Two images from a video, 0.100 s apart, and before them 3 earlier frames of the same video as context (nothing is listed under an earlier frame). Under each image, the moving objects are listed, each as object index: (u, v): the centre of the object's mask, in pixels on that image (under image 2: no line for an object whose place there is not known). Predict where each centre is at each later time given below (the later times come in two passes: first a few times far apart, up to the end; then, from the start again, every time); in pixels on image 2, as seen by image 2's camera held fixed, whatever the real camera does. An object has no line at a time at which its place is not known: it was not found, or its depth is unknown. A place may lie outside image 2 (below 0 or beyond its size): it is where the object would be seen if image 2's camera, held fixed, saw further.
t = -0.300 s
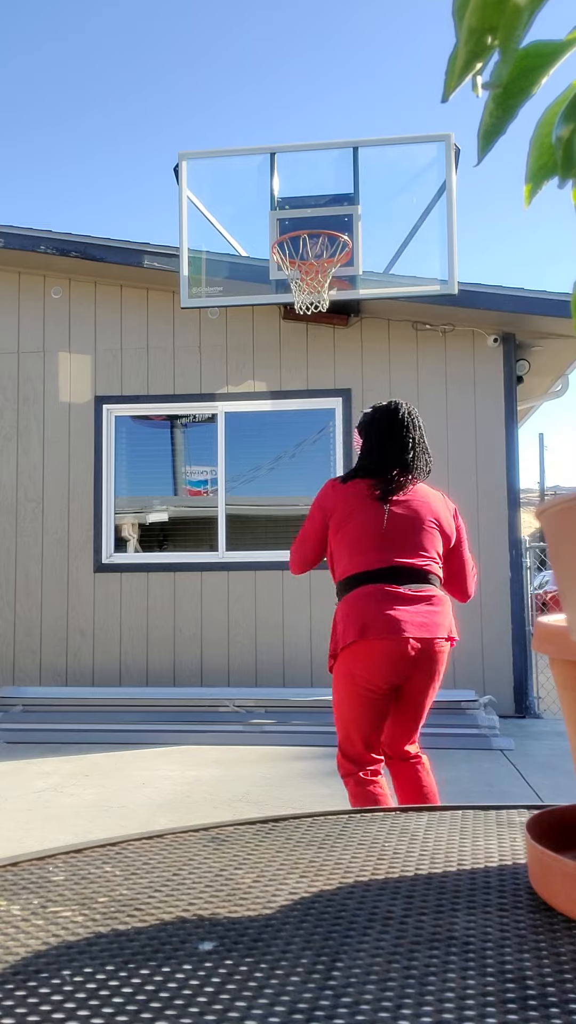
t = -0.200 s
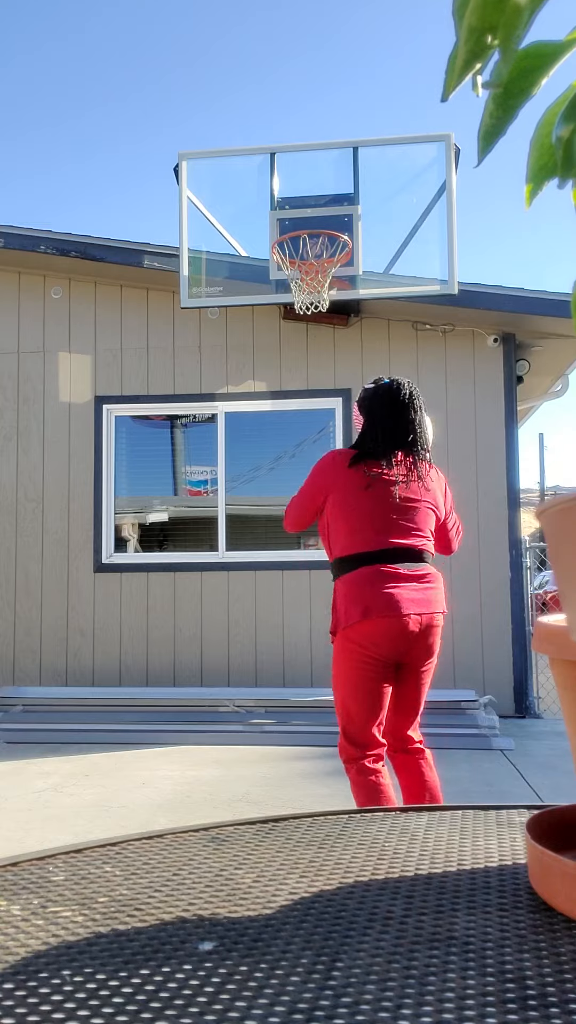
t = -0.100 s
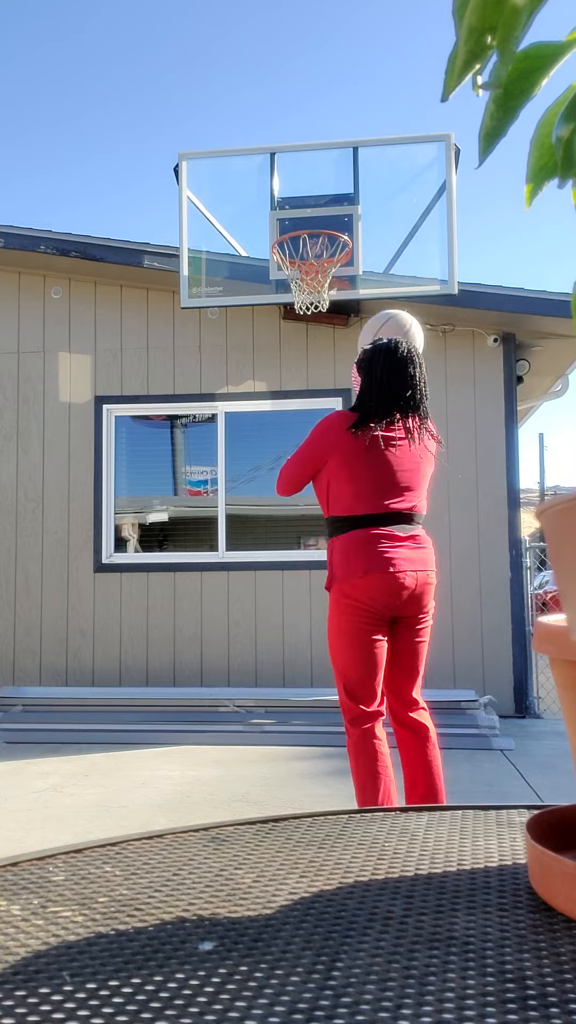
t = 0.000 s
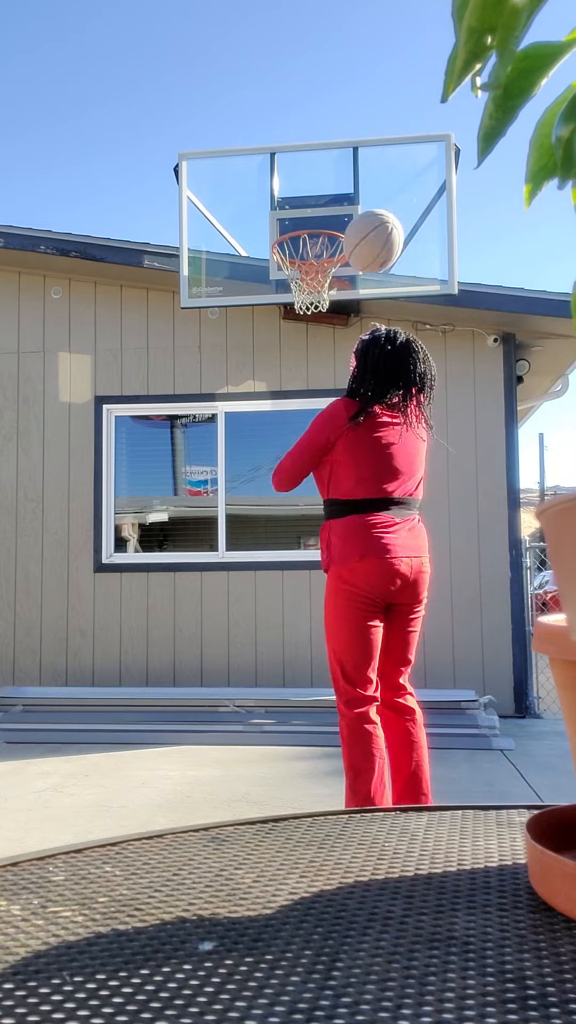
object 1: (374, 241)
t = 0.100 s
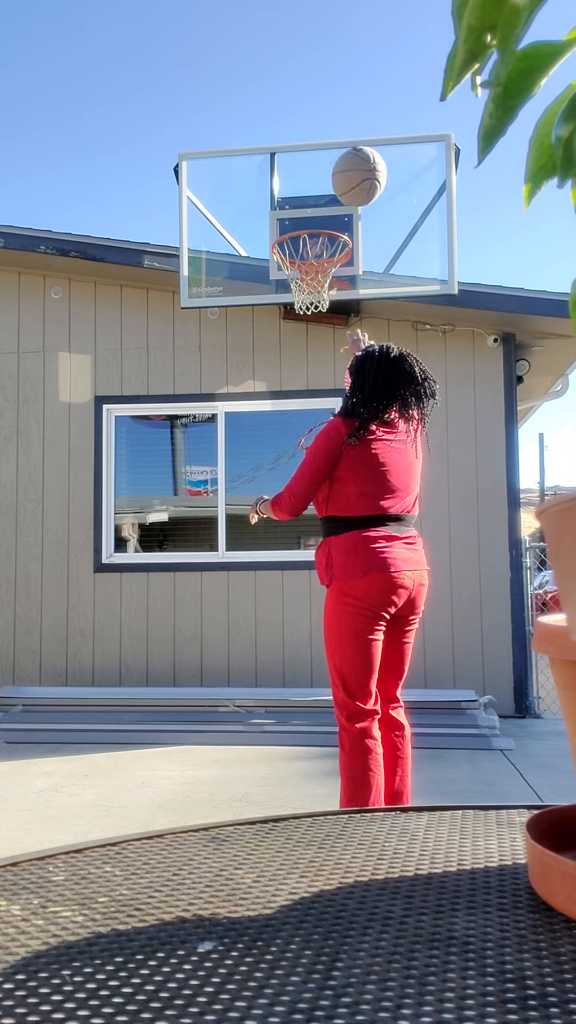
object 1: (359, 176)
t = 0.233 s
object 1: (344, 137)
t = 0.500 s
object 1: (323, 165)
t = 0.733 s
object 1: (310, 223)
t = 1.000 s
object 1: (313, 250)
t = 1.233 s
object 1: (303, 288)
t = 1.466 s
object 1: (306, 333)
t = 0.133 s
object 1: (355, 162)
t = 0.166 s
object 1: (351, 151)
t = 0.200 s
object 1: (347, 143)
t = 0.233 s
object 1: (344, 137)
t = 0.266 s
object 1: (341, 134)
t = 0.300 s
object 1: (338, 133)
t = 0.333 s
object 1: (335, 134)
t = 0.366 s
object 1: (332, 137)
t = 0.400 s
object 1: (330, 141)
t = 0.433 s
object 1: (327, 148)
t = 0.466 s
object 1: (325, 156)
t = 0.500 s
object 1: (323, 165)
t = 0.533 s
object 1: (321, 177)
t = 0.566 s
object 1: (319, 189)
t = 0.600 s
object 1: (317, 203)
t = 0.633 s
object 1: (315, 213)
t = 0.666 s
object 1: (313, 216)
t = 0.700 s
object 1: (313, 219)
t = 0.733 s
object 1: (310, 223)
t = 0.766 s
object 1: (309, 239)
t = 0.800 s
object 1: (308, 249)
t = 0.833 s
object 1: (309, 249)
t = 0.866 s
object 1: (311, 245)
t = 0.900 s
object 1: (314, 243)
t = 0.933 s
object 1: (317, 242)
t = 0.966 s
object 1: (317, 245)
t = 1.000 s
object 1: (313, 250)
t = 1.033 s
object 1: (310, 258)
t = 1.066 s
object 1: (308, 268)
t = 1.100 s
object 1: (308, 276)
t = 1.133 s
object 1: (304, 281)
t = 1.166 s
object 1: (303, 288)
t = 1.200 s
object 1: (303, 288)
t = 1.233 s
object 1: (303, 288)
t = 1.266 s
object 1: (303, 290)
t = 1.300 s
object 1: (304, 294)
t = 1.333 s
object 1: (304, 299)
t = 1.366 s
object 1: (306, 306)
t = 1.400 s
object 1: (307, 314)
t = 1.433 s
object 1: (307, 323)
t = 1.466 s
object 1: (306, 333)
